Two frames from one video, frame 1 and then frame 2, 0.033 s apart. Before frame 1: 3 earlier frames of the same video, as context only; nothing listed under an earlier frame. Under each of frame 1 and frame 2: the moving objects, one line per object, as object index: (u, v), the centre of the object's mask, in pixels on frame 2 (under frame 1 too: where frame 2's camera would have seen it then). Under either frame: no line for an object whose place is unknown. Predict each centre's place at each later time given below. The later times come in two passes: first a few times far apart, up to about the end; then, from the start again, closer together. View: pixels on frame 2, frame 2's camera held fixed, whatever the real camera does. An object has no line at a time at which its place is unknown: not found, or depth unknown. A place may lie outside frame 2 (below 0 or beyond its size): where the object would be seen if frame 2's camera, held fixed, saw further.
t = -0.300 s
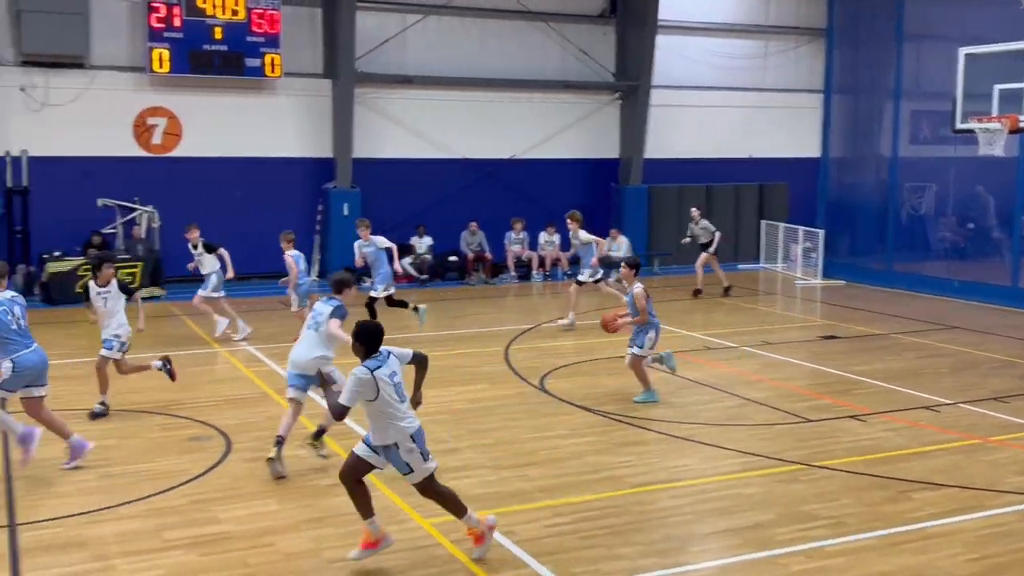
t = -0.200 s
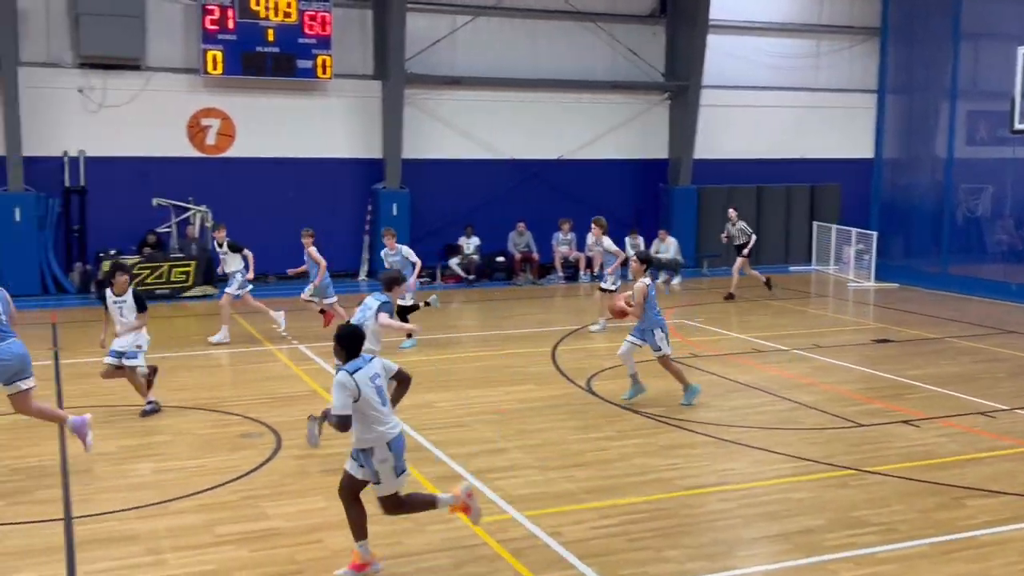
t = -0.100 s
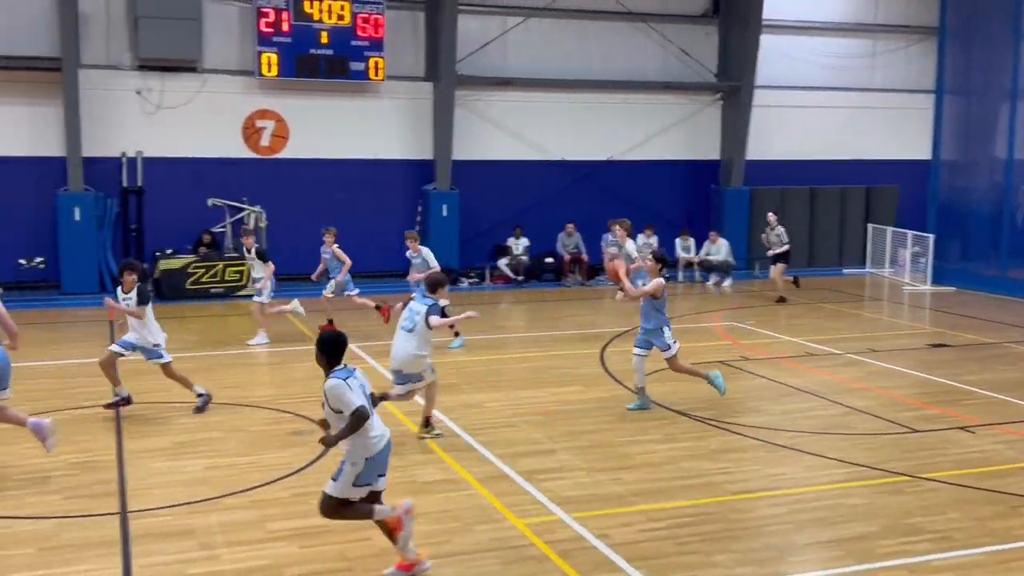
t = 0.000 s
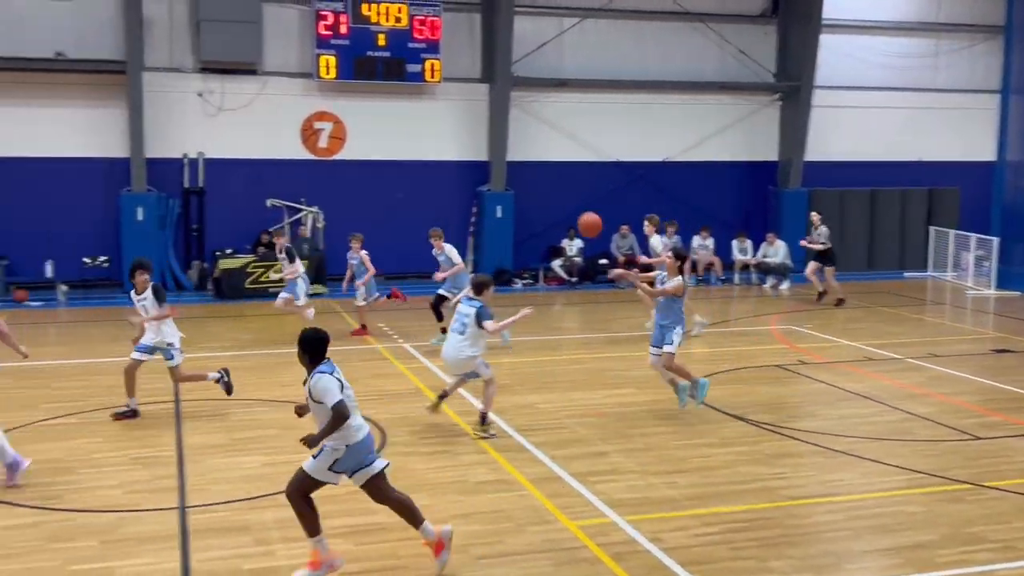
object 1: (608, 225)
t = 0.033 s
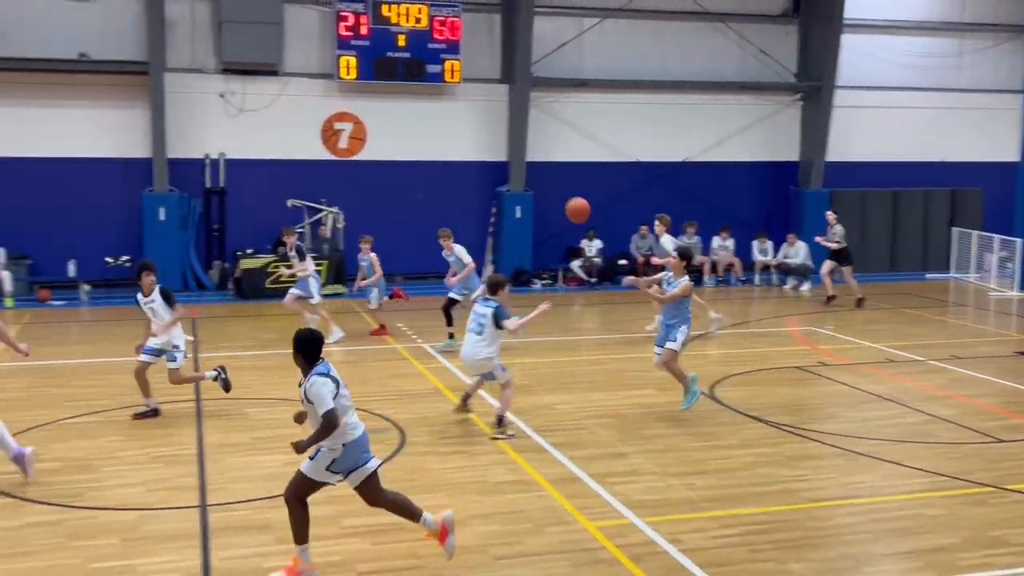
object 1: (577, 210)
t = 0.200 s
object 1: (410, 145)
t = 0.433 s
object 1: (139, 88)
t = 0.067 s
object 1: (546, 195)
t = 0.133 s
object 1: (480, 170)
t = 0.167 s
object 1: (446, 157)
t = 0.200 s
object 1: (410, 145)
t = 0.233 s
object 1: (375, 134)
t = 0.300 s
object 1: (300, 115)
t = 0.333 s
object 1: (262, 107)
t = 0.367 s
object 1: (222, 100)
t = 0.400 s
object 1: (181, 94)
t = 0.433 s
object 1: (139, 88)
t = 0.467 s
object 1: (96, 84)
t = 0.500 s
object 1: (51, 81)
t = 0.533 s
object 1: (5, 79)
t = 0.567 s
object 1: (-43, 78)
